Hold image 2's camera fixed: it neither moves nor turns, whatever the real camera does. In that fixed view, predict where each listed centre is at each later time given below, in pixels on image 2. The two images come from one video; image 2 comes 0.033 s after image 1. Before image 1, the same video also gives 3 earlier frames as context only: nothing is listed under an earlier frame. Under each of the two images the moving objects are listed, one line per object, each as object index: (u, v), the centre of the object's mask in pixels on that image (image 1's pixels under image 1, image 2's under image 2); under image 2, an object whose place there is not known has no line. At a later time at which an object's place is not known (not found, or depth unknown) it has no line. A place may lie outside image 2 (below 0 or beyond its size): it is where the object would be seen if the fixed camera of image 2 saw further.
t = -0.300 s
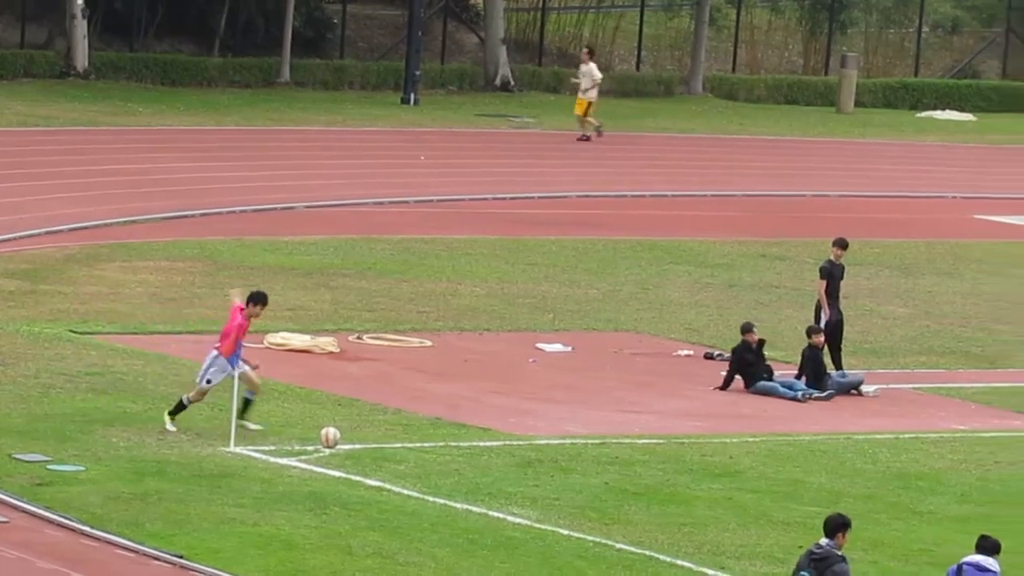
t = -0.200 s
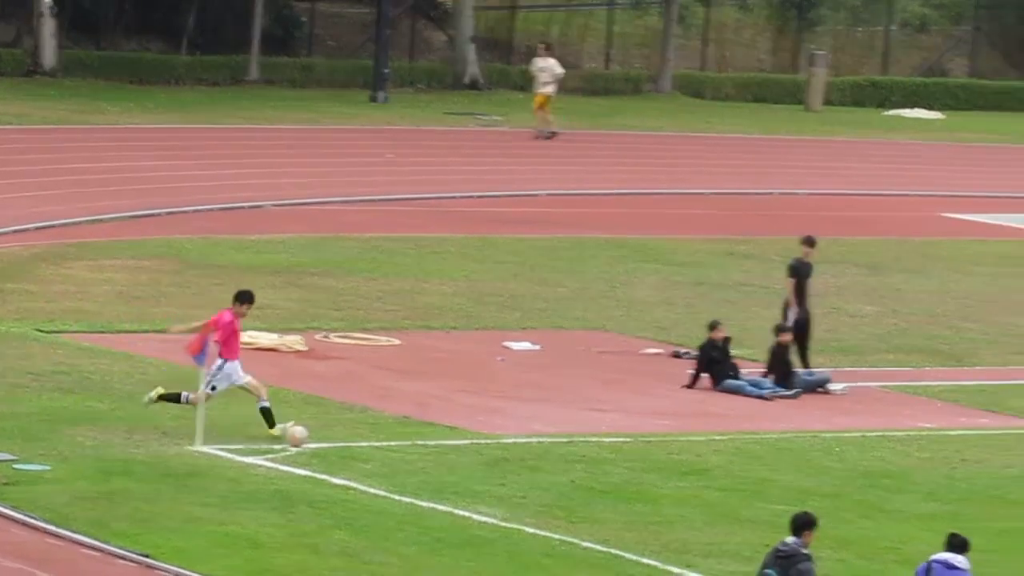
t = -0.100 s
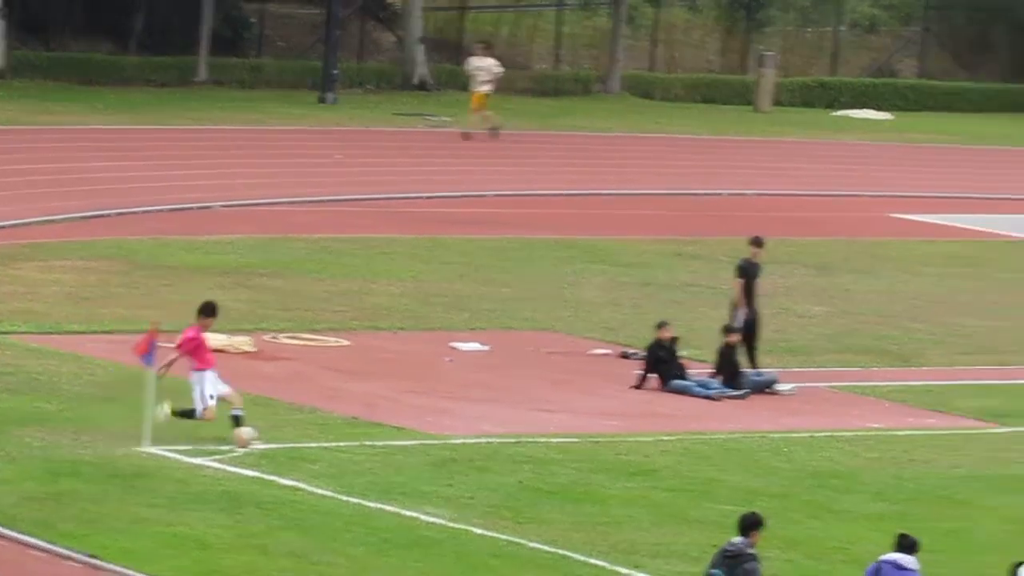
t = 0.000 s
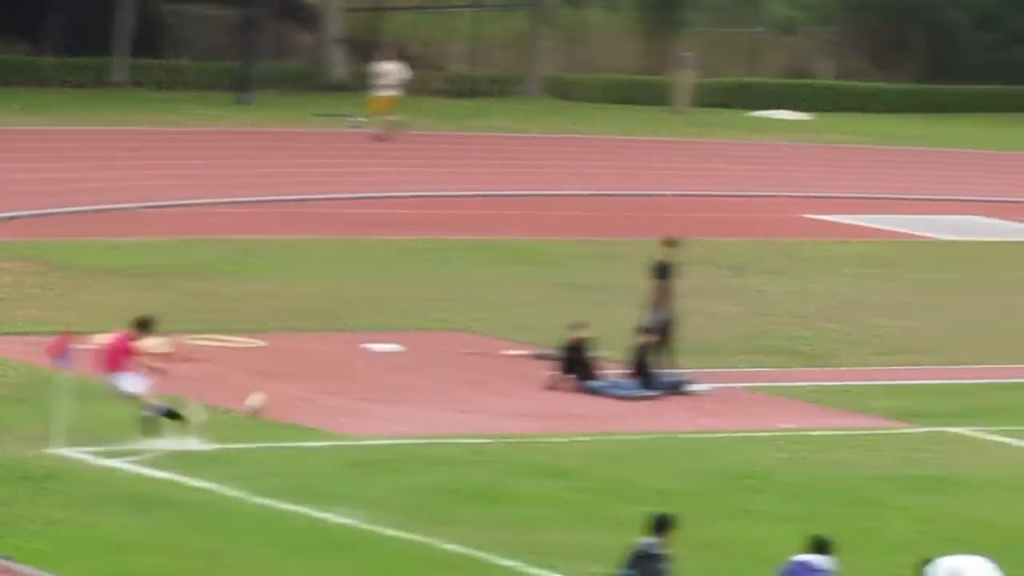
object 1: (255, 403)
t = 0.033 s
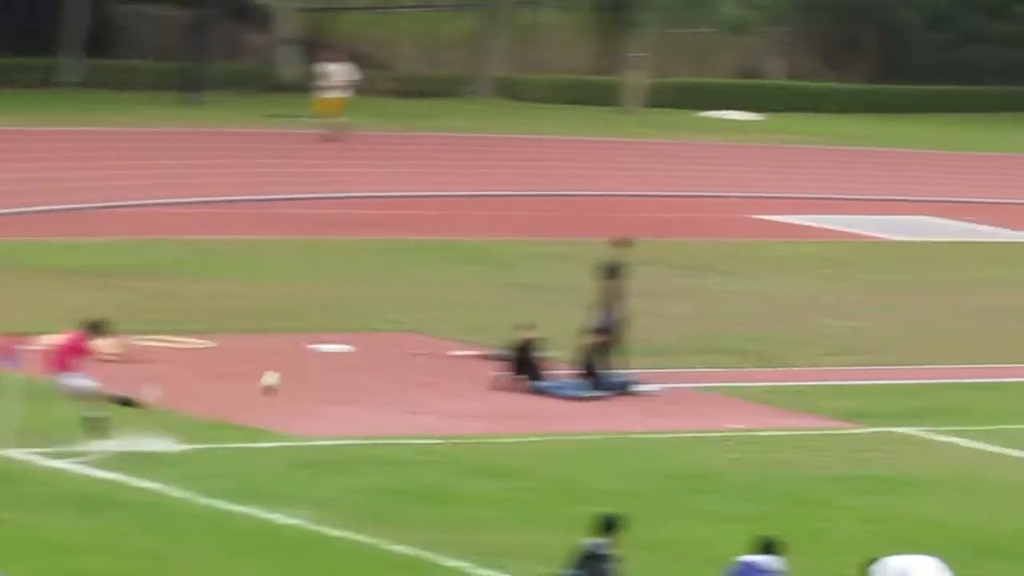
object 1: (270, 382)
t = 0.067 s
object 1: (337, 361)
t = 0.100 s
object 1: (400, 341)
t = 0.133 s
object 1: (457, 320)
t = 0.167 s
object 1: (516, 301)
